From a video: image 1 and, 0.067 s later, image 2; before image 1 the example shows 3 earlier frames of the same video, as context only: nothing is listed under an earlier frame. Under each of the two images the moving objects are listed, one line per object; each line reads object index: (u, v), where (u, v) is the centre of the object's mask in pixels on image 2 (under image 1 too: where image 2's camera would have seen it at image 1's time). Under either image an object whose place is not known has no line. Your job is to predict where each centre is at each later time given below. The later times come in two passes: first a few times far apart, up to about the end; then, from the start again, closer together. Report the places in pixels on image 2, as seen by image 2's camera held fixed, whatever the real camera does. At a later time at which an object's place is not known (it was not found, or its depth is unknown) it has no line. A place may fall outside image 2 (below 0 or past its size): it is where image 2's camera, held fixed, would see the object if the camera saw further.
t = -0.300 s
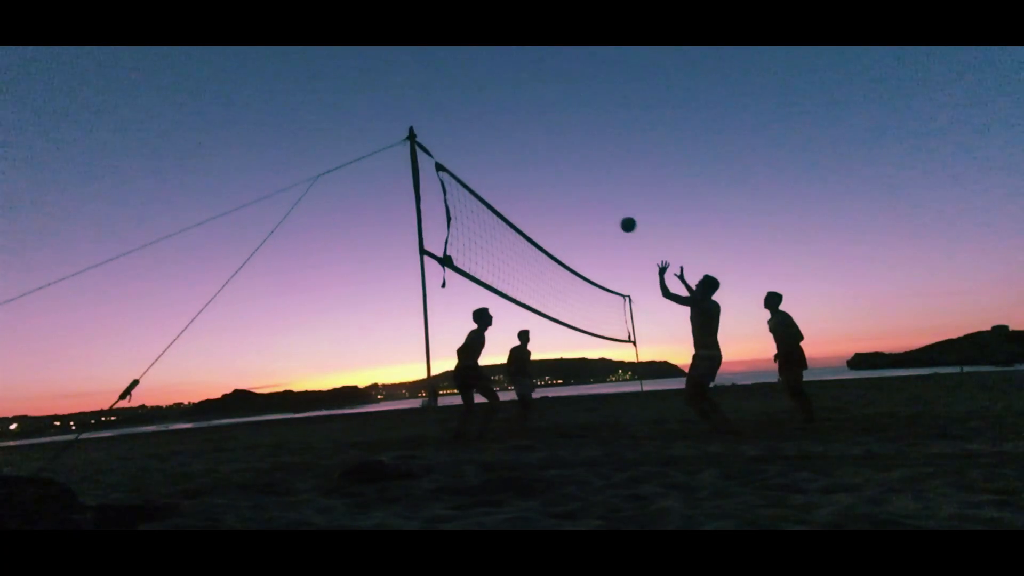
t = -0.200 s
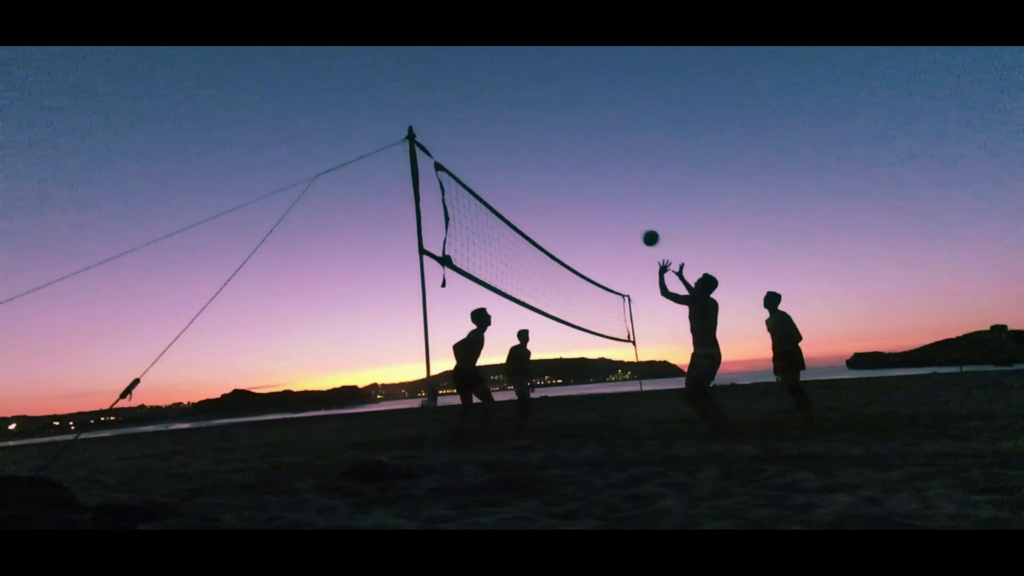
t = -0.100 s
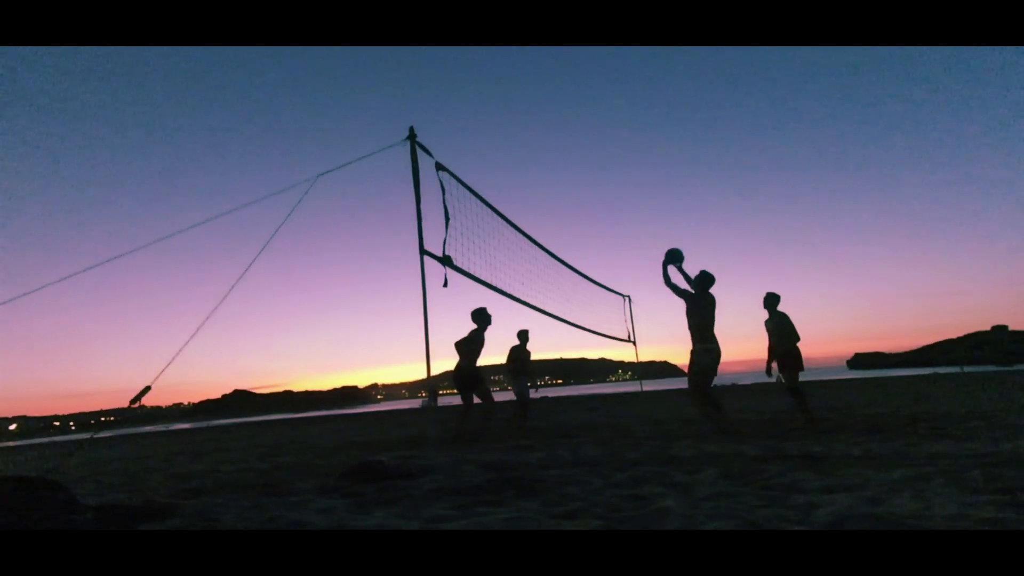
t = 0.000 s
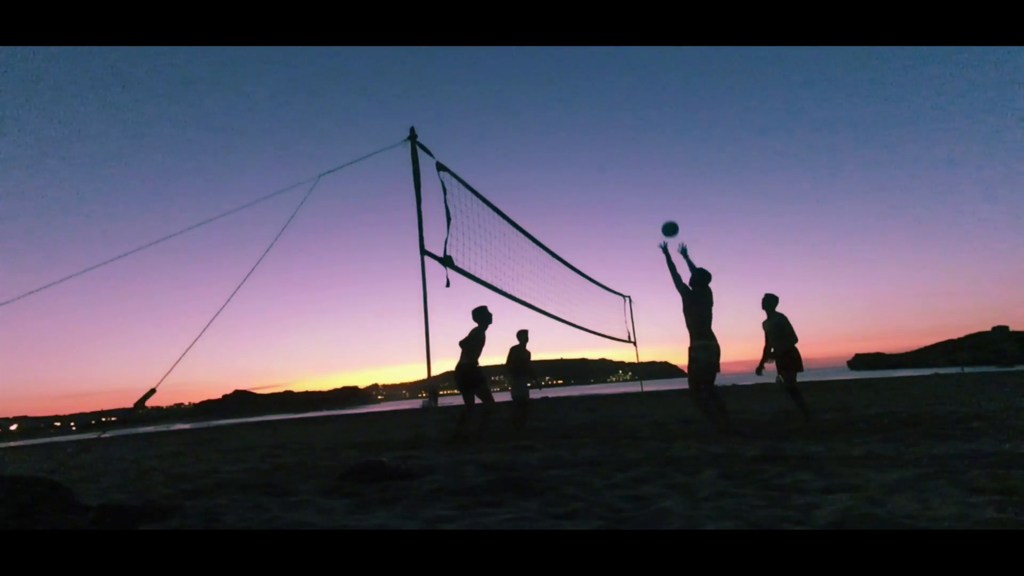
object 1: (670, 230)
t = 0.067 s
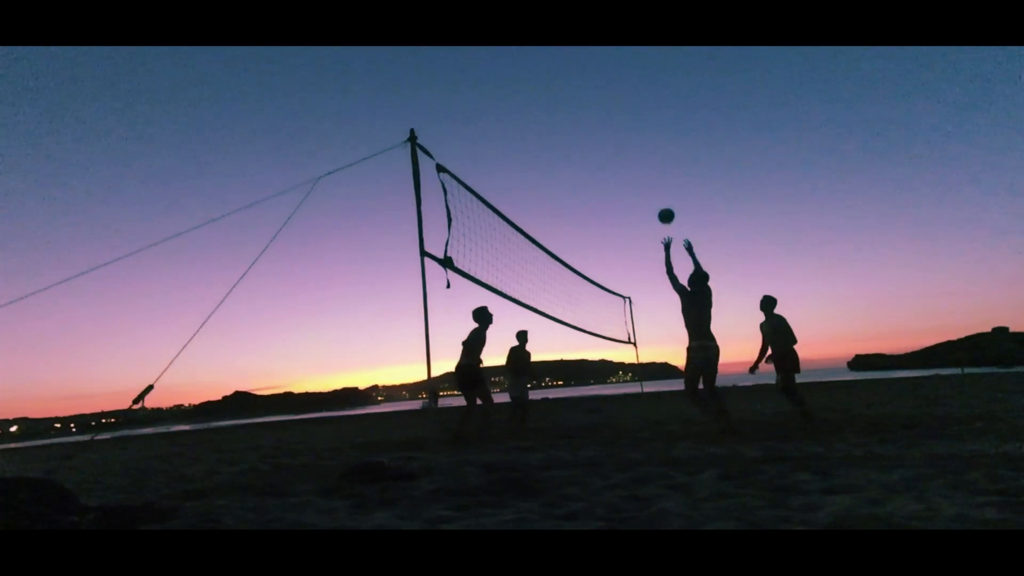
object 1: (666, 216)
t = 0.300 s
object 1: (658, 196)
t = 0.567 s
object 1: (654, 220)
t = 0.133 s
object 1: (663, 205)
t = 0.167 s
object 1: (662, 202)
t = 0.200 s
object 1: (660, 199)
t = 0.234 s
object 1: (659, 197)
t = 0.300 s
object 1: (658, 196)
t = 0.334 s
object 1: (657, 196)
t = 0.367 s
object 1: (656, 198)
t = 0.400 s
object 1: (655, 200)
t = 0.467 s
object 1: (654, 206)
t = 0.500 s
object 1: (654, 210)
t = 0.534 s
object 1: (654, 214)
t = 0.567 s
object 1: (654, 220)
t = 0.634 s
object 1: (655, 233)
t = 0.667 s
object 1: (655, 241)
